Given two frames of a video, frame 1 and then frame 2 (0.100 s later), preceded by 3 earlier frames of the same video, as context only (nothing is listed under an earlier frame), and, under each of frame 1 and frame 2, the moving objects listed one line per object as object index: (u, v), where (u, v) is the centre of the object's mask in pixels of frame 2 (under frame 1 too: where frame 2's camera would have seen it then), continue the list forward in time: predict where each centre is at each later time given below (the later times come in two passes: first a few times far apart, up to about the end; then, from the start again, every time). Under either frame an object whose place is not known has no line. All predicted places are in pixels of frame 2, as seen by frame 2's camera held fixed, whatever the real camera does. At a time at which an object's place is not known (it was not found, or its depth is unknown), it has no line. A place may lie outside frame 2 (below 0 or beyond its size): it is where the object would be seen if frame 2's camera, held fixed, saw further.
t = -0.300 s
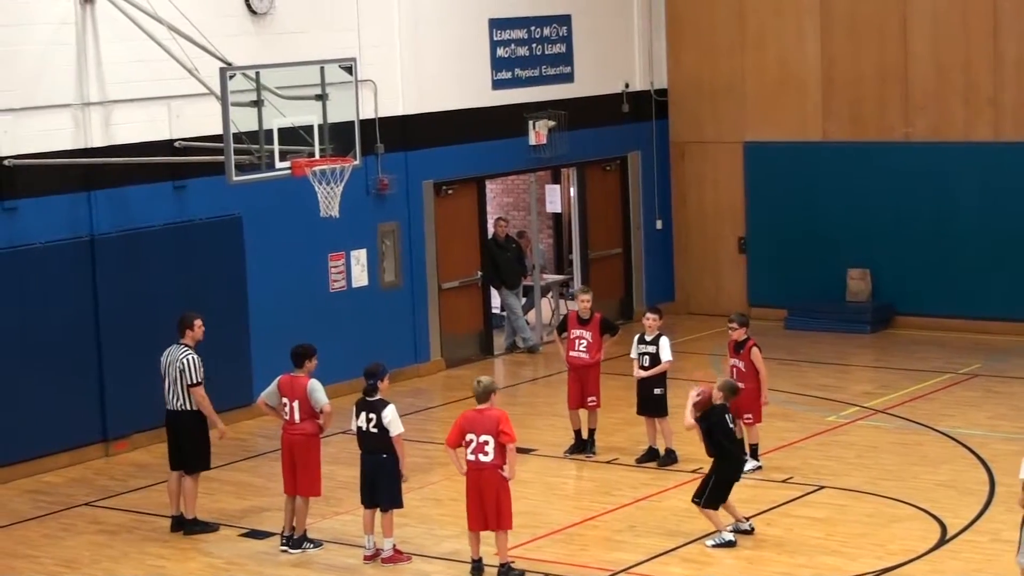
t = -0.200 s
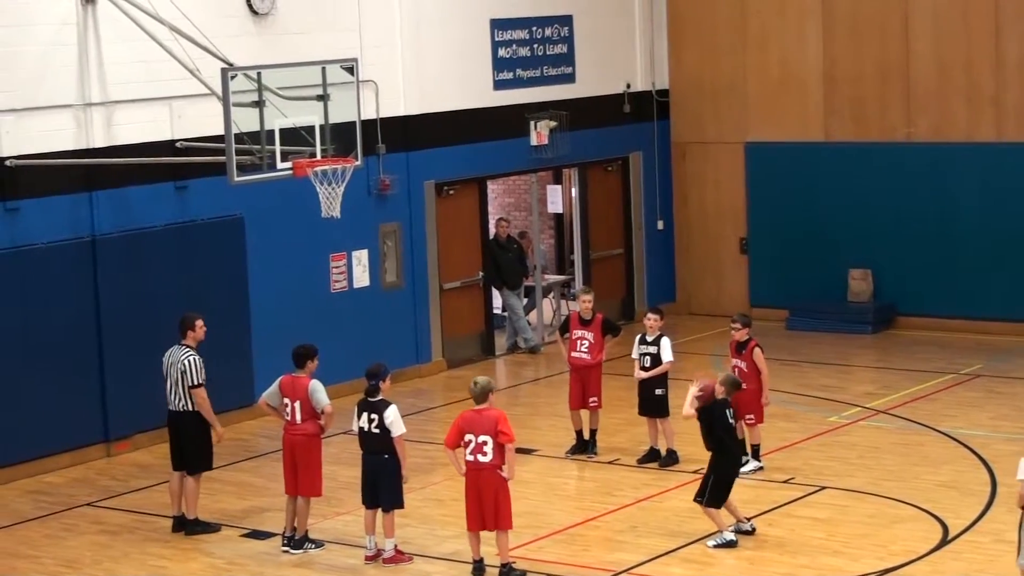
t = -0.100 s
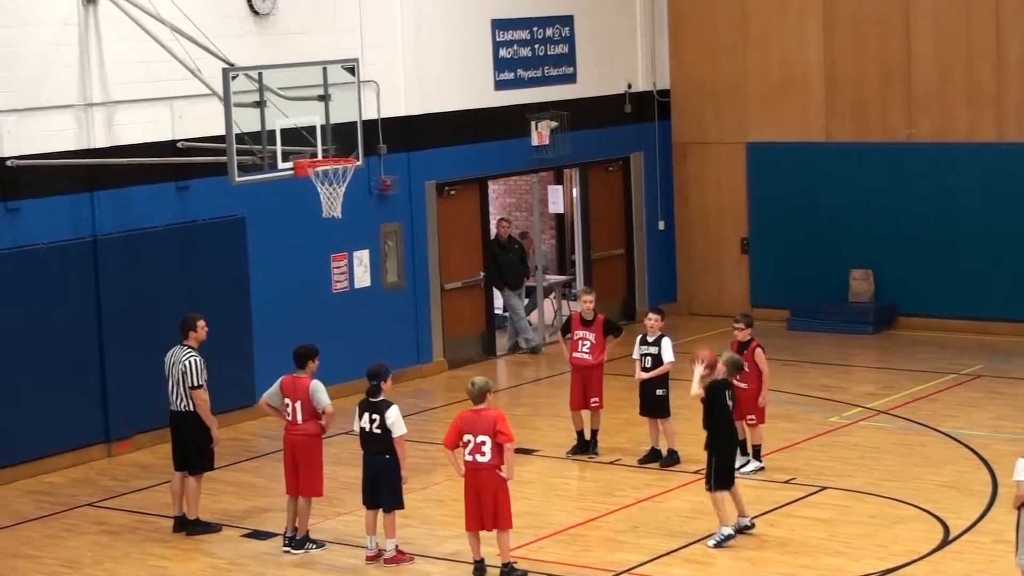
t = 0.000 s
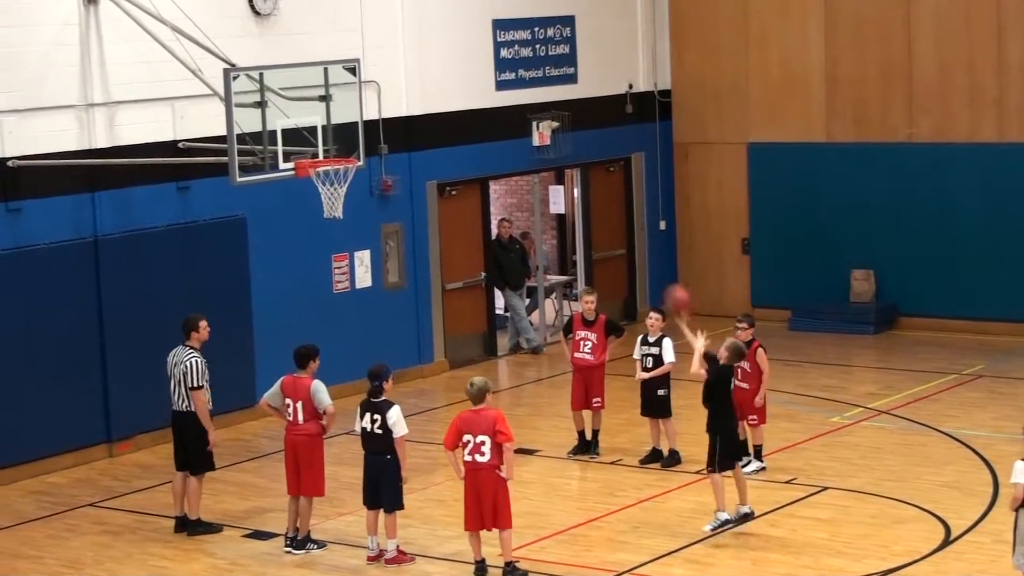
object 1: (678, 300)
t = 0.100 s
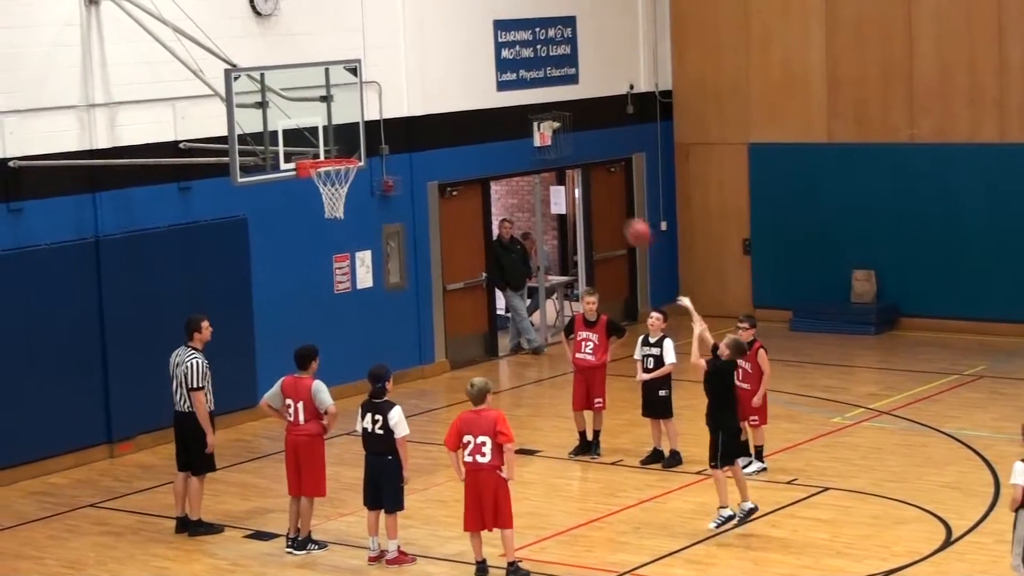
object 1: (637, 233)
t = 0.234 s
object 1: (586, 164)
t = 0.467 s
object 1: (499, 96)
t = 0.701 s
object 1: (421, 90)
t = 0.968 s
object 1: (343, 154)
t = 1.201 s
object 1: (322, 177)
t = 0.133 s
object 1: (624, 213)
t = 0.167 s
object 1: (611, 196)
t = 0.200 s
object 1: (599, 179)
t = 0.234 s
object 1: (586, 164)
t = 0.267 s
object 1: (573, 148)
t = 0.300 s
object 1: (560, 138)
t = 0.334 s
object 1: (547, 127)
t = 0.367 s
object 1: (534, 117)
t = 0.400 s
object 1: (523, 109)
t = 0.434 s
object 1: (511, 102)
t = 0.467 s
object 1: (499, 96)
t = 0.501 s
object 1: (487, 91)
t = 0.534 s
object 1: (475, 88)
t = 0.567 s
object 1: (464, 86)
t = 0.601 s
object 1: (453, 85)
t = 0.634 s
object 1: (442, 85)
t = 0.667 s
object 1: (432, 87)
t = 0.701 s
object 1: (421, 90)
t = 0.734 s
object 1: (411, 94)
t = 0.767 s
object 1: (400, 99)
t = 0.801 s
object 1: (390, 107)
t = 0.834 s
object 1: (381, 114)
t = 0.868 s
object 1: (371, 123)
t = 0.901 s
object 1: (361, 133)
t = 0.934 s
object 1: (351, 145)
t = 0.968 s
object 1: (343, 154)
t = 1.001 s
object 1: (336, 156)
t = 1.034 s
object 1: (329, 165)
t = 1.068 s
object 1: (323, 175)
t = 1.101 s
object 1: (319, 178)
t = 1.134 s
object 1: (320, 177)
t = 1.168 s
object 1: (322, 177)
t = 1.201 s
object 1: (322, 177)
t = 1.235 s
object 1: (324, 178)
